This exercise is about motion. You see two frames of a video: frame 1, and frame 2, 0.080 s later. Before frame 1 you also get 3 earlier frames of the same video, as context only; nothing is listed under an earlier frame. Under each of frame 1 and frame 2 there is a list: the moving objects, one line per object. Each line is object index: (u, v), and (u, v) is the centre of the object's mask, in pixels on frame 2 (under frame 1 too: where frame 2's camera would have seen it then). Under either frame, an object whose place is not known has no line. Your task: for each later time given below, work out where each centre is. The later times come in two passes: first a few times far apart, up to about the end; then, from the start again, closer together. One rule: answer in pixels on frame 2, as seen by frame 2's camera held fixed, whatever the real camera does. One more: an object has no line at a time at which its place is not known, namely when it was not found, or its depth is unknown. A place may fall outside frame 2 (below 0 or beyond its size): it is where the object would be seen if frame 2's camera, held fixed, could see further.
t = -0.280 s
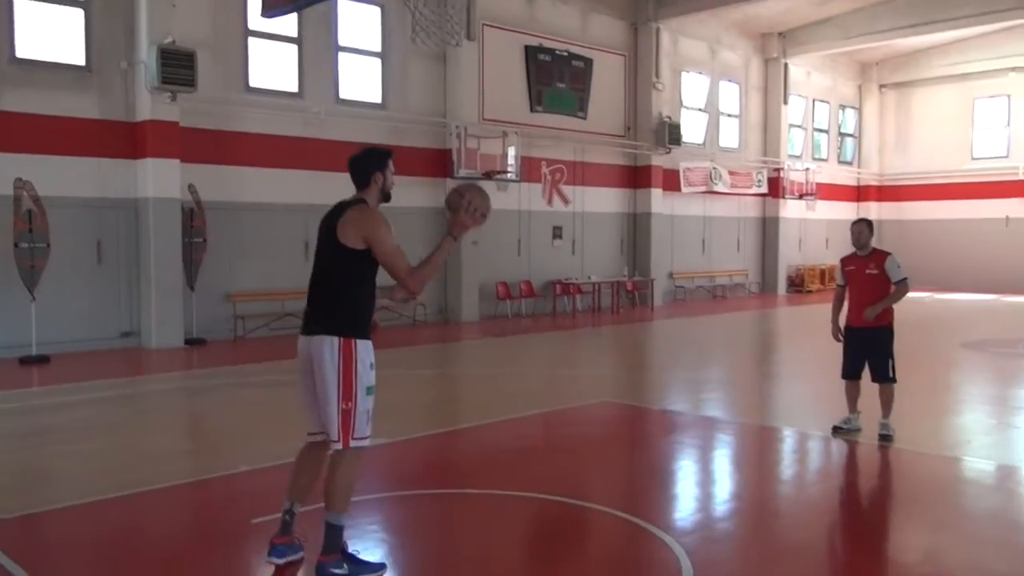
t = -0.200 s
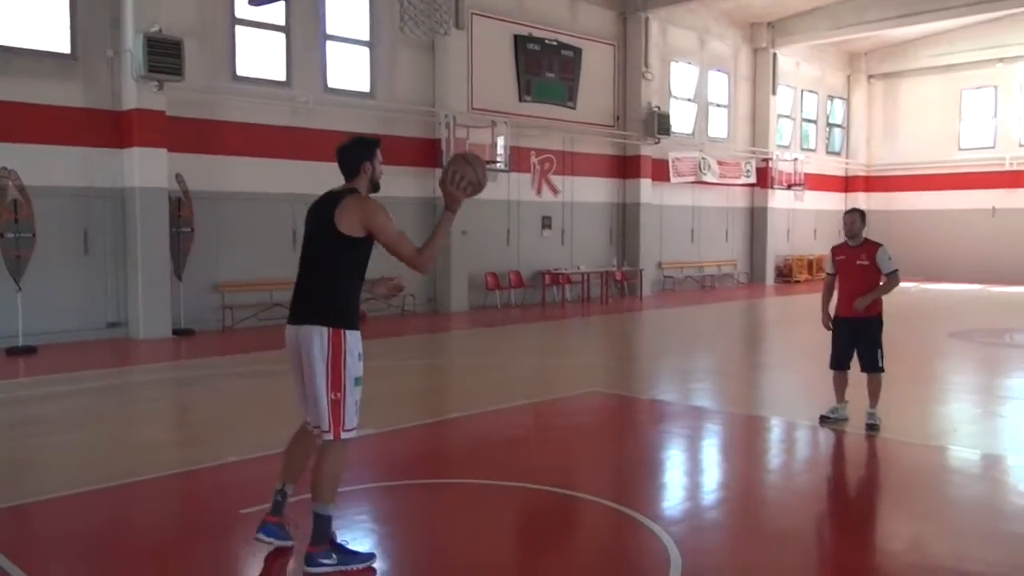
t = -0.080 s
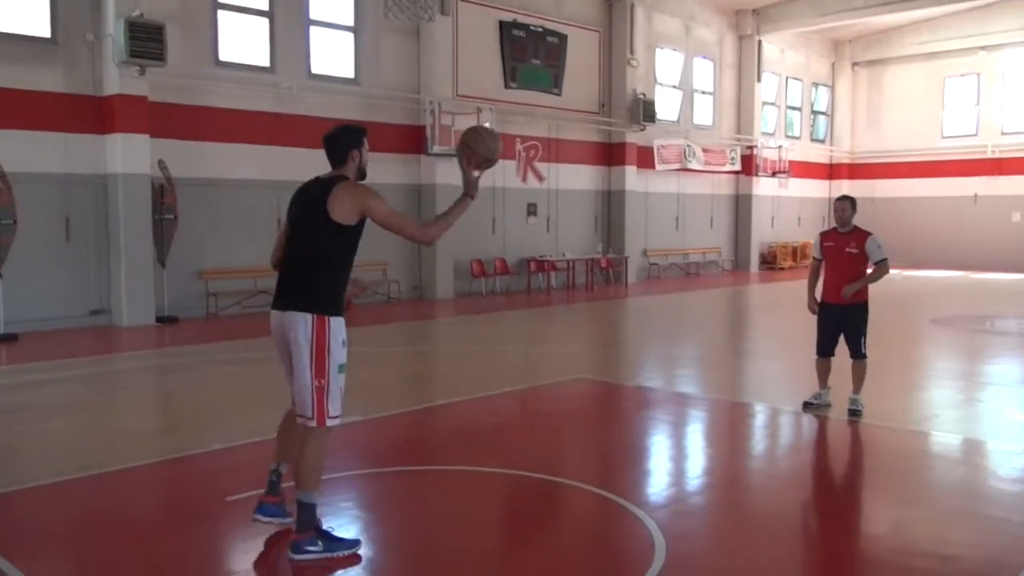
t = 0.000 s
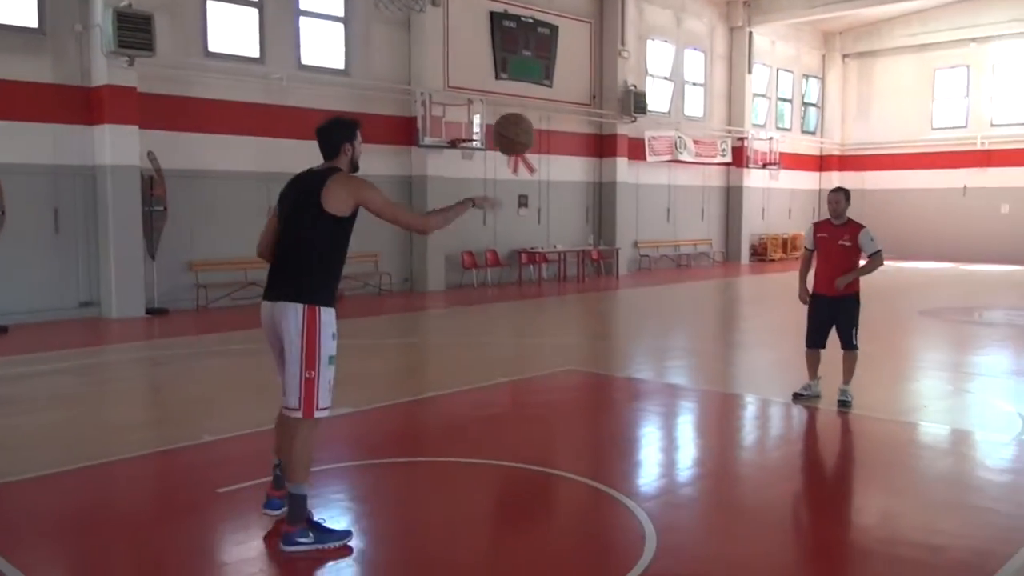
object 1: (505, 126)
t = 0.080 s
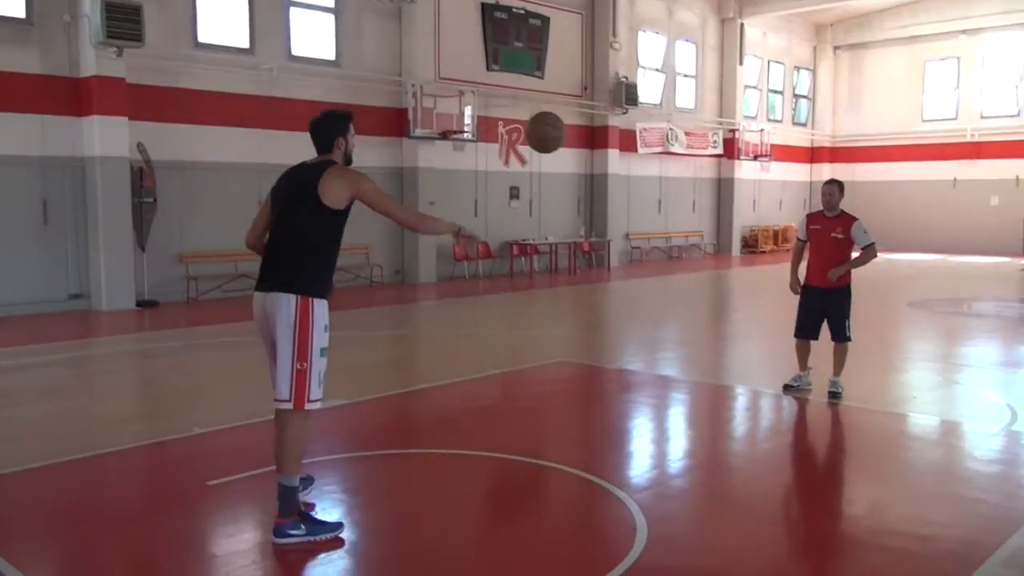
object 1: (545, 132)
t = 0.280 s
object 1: (631, 192)
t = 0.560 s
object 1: (723, 347)
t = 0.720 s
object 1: (753, 372)
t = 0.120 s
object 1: (564, 139)
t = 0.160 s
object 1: (582, 150)
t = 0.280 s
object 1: (631, 192)
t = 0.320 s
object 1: (646, 210)
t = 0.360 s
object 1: (661, 230)
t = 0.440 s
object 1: (687, 273)
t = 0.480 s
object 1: (700, 297)
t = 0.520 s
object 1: (712, 322)
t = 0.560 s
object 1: (723, 347)
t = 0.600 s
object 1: (733, 374)
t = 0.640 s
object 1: (744, 403)
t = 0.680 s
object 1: (749, 393)
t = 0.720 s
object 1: (753, 372)
